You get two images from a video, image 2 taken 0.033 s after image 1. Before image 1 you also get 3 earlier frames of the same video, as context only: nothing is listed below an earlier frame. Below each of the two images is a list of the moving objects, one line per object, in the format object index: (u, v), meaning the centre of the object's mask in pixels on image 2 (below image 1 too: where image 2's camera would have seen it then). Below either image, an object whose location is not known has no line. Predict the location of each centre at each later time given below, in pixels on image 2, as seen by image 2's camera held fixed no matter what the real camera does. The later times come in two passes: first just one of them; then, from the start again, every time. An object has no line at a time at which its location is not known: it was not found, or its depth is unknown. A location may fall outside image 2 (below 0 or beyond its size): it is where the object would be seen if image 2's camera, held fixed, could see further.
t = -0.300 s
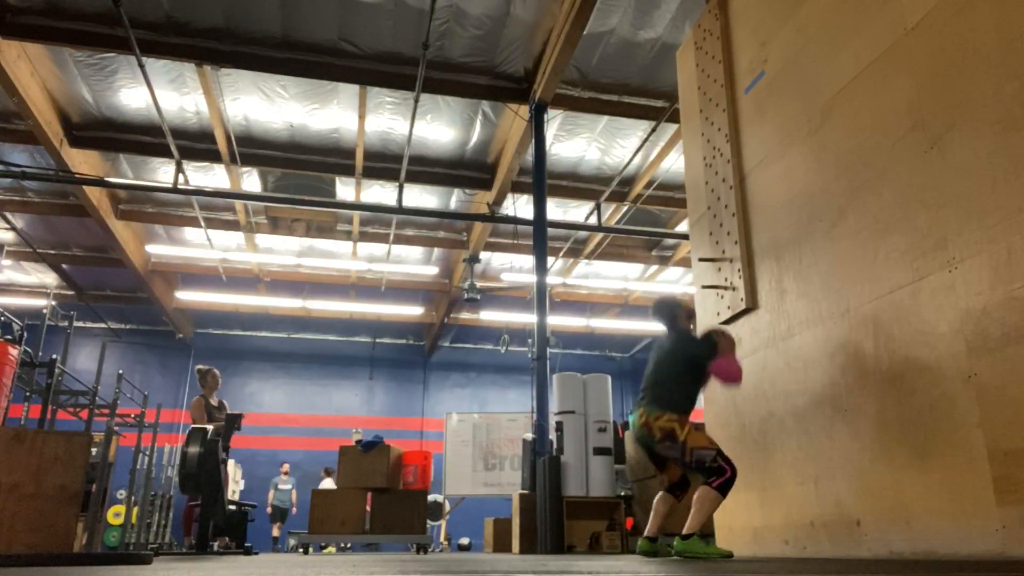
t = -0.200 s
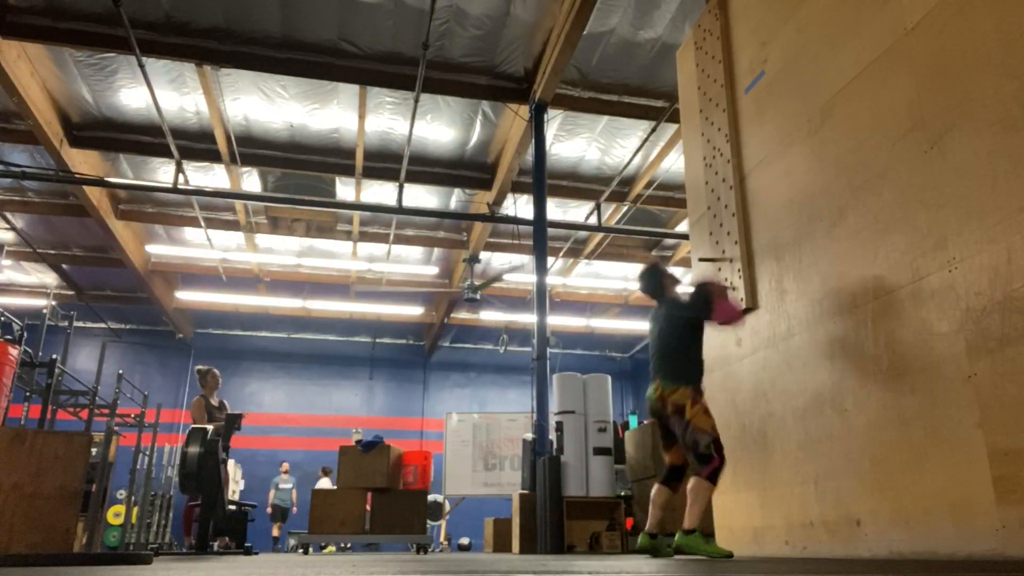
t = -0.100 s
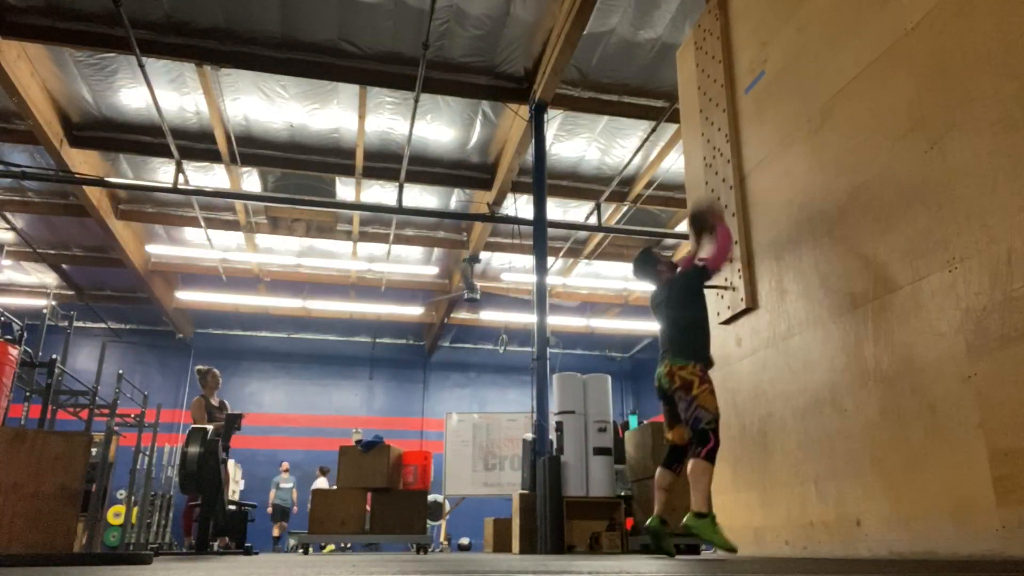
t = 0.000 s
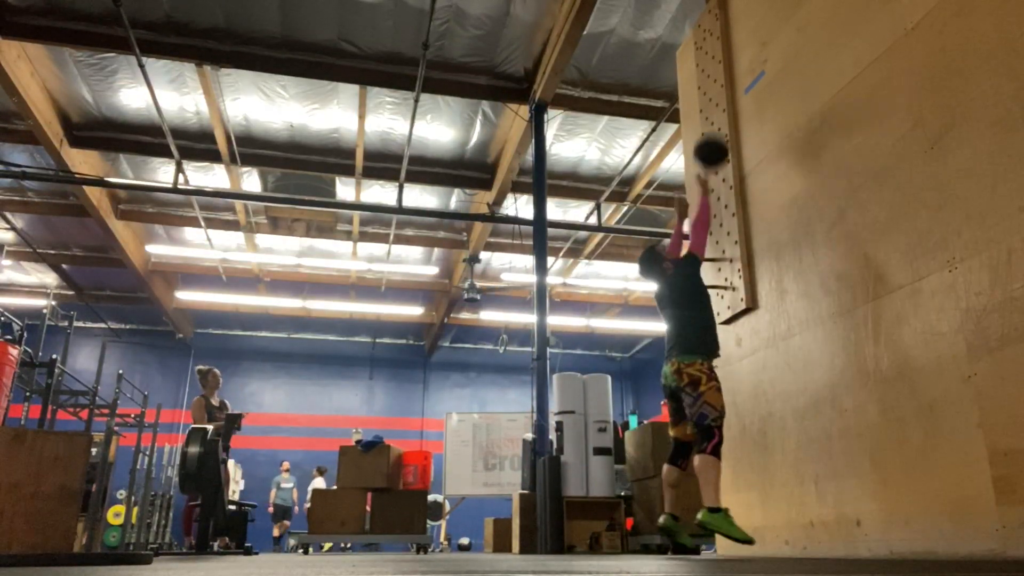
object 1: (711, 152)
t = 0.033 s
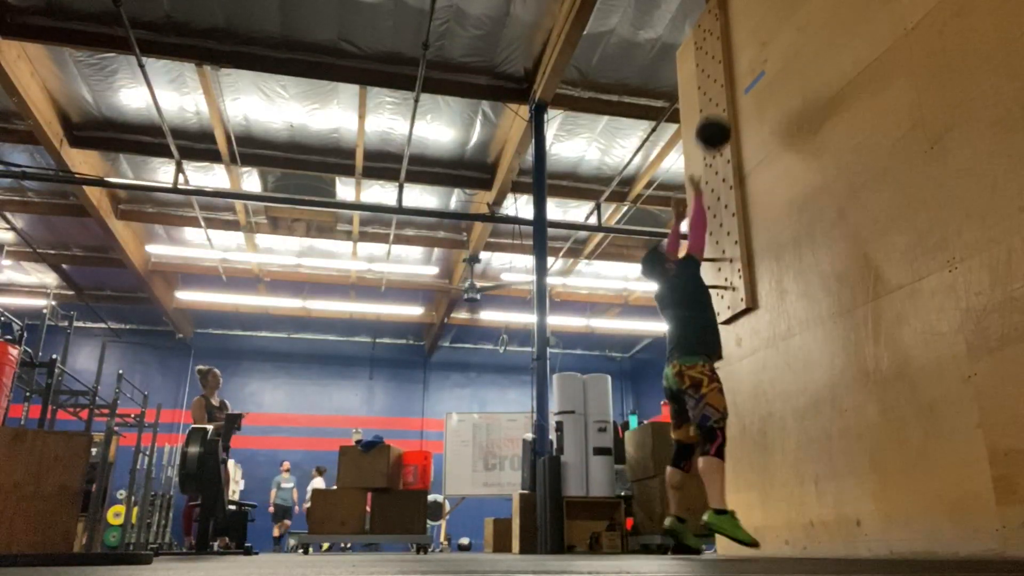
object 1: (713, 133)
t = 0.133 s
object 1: (720, 88)
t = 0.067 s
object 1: (715, 116)
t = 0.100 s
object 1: (717, 102)
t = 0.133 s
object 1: (720, 88)
